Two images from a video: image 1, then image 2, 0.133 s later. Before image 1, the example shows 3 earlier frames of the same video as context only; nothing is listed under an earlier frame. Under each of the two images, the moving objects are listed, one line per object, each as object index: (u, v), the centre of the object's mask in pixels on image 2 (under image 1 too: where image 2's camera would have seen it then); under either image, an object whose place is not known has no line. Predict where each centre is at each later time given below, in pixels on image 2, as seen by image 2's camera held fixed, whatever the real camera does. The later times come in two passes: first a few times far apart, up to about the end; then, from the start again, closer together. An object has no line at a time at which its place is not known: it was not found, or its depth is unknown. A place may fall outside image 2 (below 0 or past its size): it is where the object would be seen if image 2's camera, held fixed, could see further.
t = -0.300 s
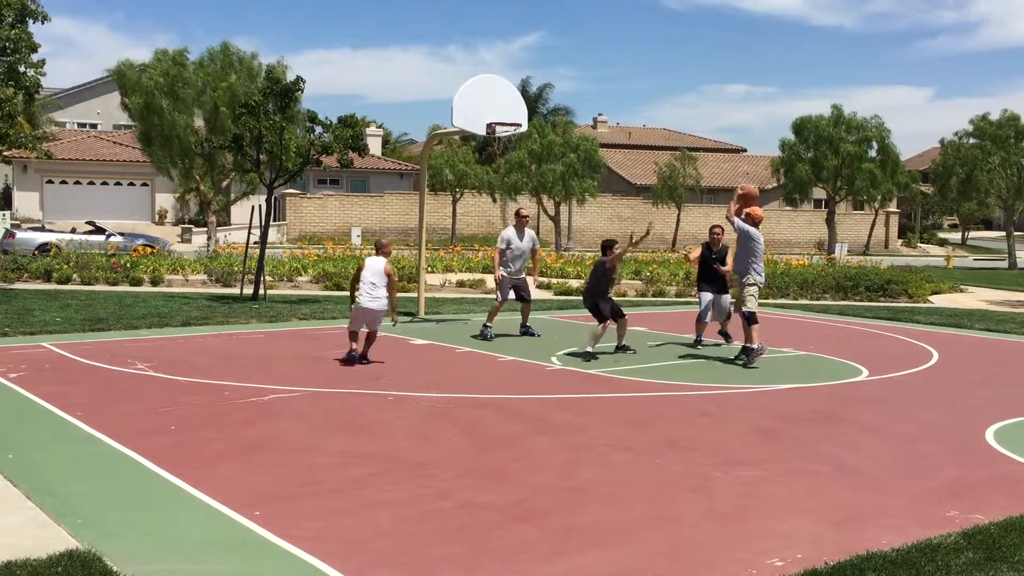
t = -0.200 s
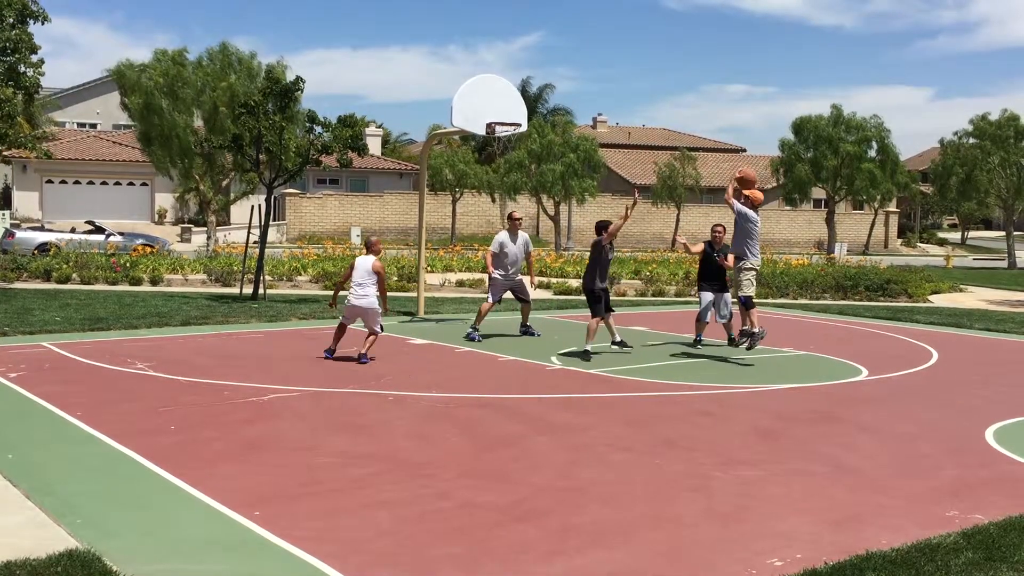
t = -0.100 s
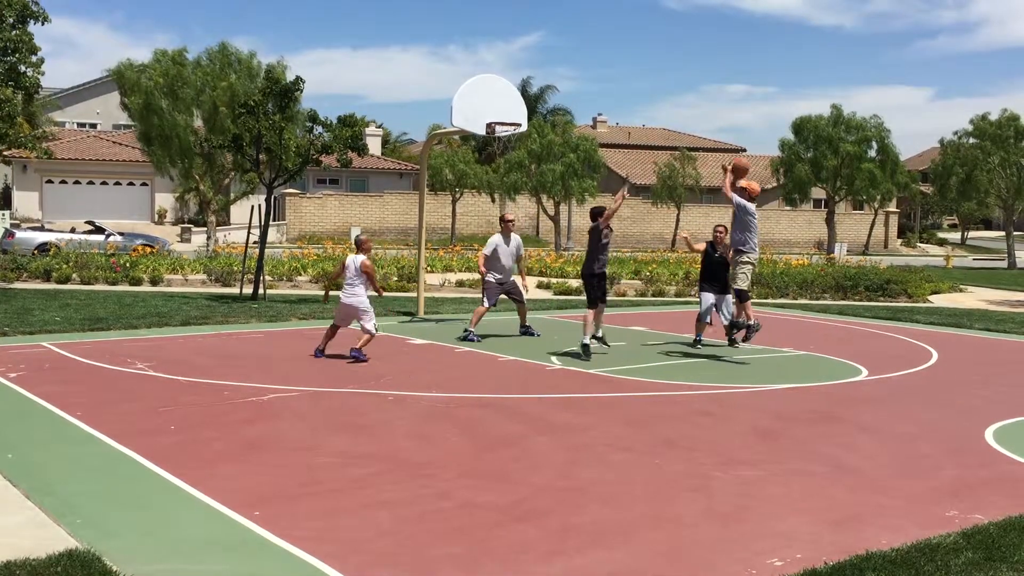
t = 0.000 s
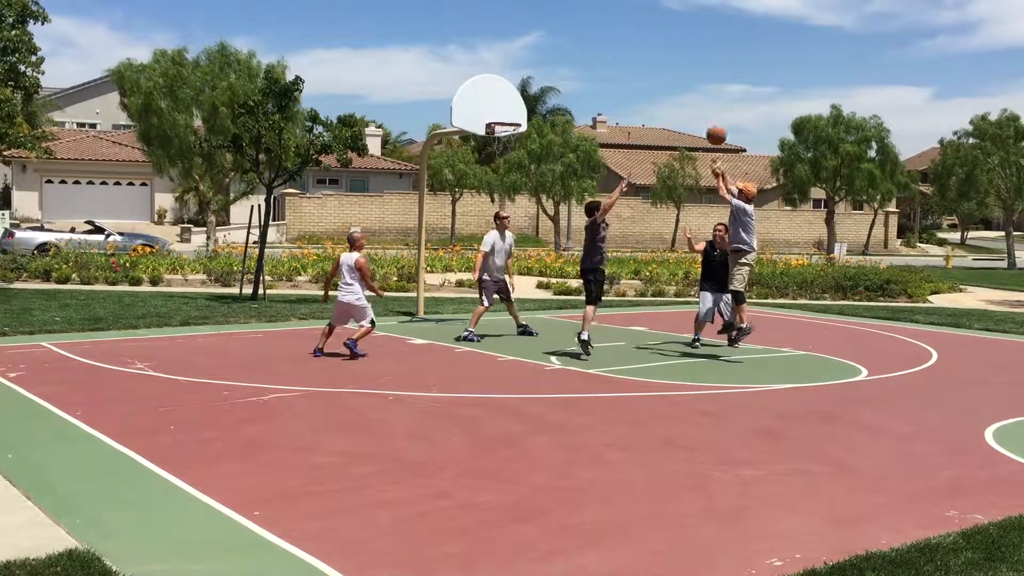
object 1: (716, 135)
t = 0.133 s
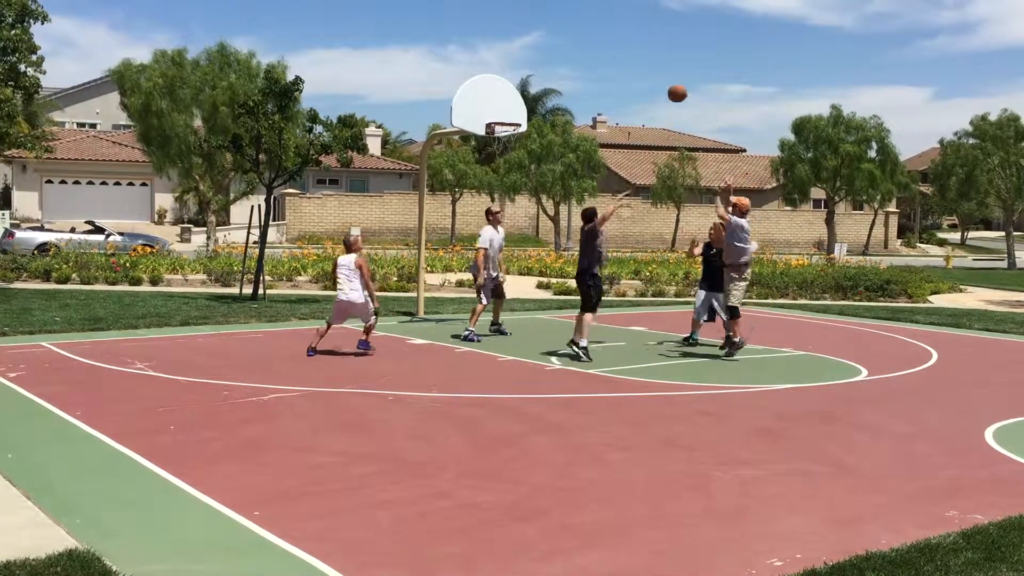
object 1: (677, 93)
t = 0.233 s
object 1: (650, 71)
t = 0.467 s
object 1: (590, 53)
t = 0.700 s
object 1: (537, 72)
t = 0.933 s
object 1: (501, 114)
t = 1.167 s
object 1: (562, 92)
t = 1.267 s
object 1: (588, 93)
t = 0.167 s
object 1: (667, 85)
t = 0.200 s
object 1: (658, 78)
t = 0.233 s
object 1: (650, 71)
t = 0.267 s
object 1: (640, 66)
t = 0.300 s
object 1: (632, 62)
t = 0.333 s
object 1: (623, 58)
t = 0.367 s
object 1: (614, 56)
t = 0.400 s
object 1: (606, 54)
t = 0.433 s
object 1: (598, 53)
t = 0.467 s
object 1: (590, 53)
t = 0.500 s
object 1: (582, 53)
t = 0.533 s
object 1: (574, 55)
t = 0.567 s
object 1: (566, 57)
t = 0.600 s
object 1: (559, 59)
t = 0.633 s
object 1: (551, 63)
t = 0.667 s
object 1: (544, 67)
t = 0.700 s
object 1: (537, 72)
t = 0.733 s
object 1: (529, 78)
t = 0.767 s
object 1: (522, 85)
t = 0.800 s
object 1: (516, 92)
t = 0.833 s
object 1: (509, 99)
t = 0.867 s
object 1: (502, 107)
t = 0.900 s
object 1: (495, 116)
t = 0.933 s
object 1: (501, 114)
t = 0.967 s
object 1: (509, 109)
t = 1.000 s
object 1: (518, 104)
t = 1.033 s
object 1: (527, 100)
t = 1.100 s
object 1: (544, 94)
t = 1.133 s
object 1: (553, 92)
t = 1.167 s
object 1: (562, 92)
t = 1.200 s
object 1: (571, 91)
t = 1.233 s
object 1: (579, 92)
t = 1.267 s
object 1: (588, 93)
